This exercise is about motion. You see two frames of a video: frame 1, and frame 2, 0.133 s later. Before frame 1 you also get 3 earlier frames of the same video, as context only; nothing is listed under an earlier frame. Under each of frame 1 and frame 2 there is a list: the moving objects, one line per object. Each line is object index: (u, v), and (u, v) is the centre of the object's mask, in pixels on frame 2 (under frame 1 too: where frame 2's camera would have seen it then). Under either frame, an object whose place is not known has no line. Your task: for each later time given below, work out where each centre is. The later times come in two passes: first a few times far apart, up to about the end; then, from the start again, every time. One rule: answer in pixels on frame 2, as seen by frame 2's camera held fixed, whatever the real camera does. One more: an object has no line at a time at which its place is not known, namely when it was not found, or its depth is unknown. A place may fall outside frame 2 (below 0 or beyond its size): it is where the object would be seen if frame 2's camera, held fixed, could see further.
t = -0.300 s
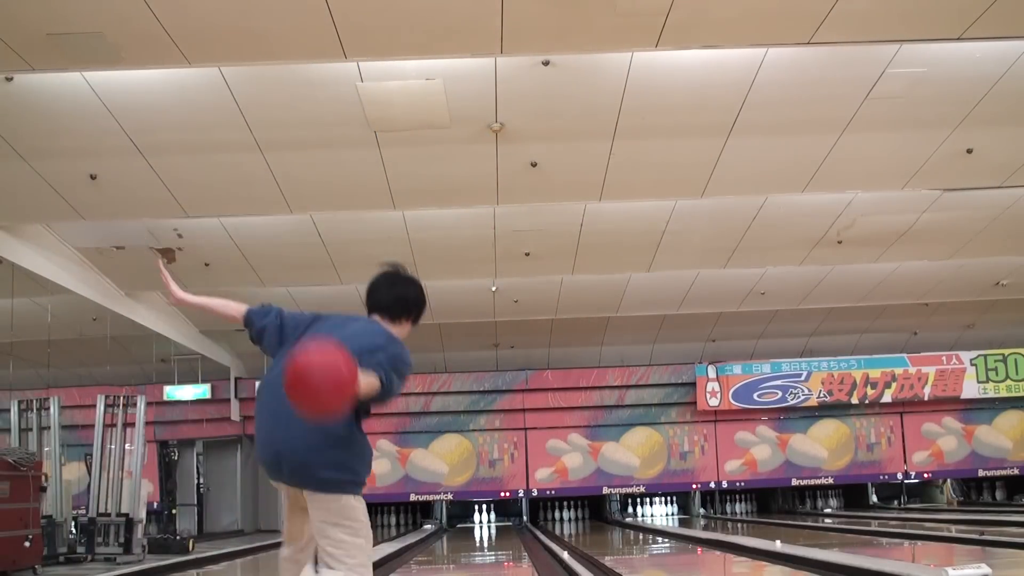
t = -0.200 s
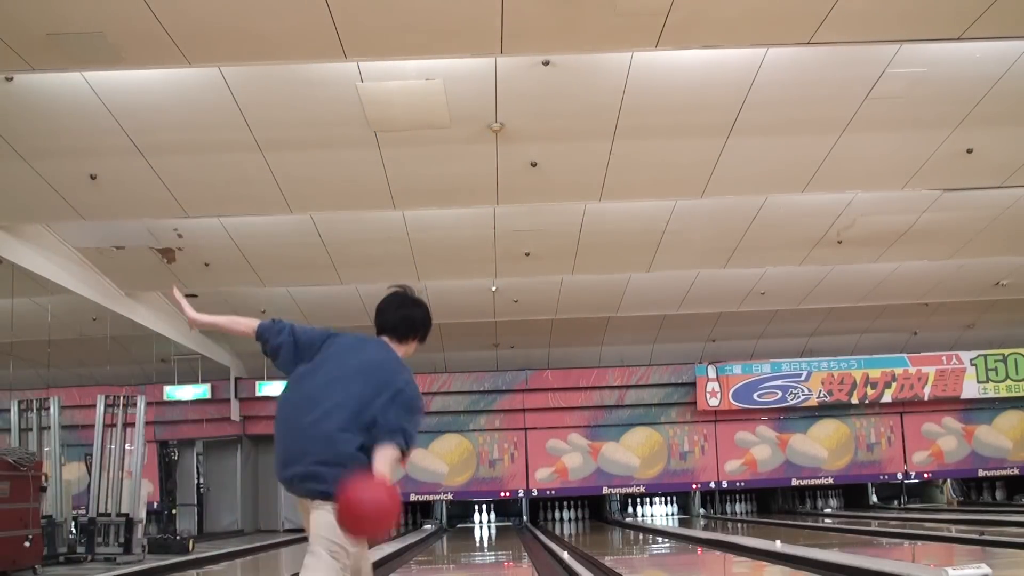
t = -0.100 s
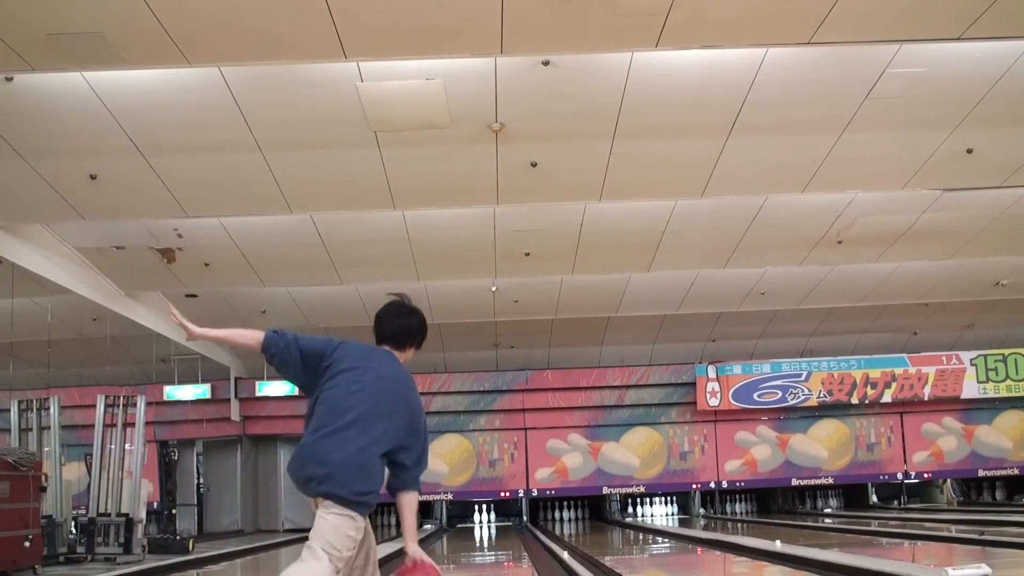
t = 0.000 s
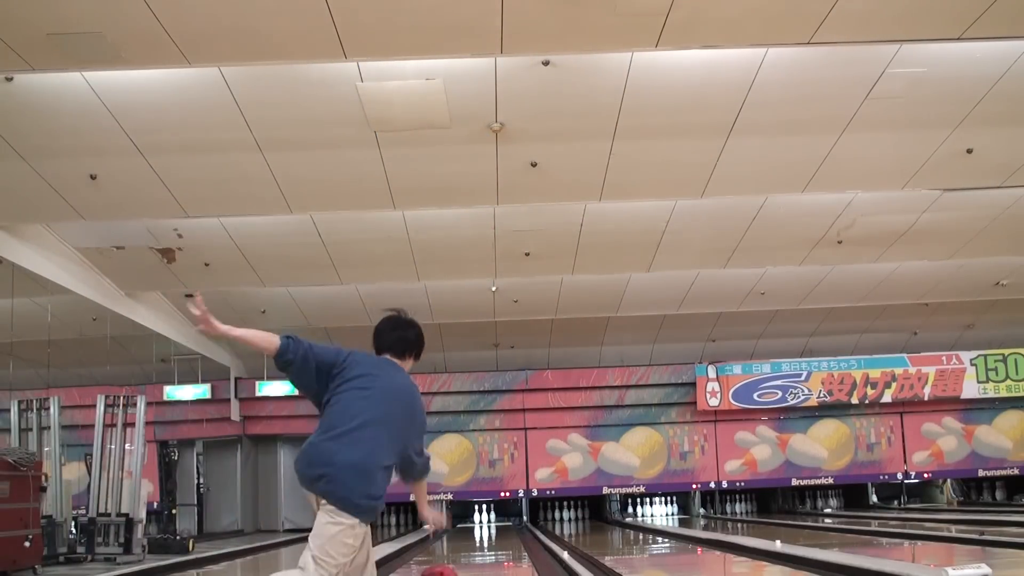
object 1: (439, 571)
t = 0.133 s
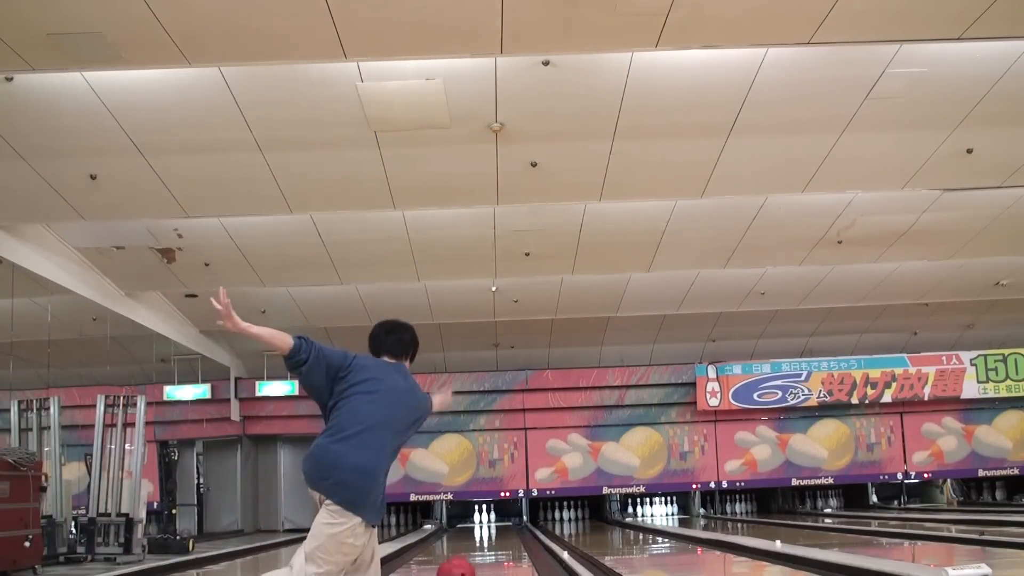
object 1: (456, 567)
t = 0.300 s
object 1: (470, 561)
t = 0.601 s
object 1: (487, 546)
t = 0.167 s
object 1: (460, 566)
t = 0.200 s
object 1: (462, 564)
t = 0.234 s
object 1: (465, 563)
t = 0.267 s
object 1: (468, 562)
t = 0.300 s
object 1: (470, 561)
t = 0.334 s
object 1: (473, 560)
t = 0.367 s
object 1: (475, 557)
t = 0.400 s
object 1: (477, 555)
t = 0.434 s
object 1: (479, 554)
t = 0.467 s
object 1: (480, 552)
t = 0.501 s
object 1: (482, 550)
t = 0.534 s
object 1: (484, 549)
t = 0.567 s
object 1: (485, 547)
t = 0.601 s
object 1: (487, 546)
